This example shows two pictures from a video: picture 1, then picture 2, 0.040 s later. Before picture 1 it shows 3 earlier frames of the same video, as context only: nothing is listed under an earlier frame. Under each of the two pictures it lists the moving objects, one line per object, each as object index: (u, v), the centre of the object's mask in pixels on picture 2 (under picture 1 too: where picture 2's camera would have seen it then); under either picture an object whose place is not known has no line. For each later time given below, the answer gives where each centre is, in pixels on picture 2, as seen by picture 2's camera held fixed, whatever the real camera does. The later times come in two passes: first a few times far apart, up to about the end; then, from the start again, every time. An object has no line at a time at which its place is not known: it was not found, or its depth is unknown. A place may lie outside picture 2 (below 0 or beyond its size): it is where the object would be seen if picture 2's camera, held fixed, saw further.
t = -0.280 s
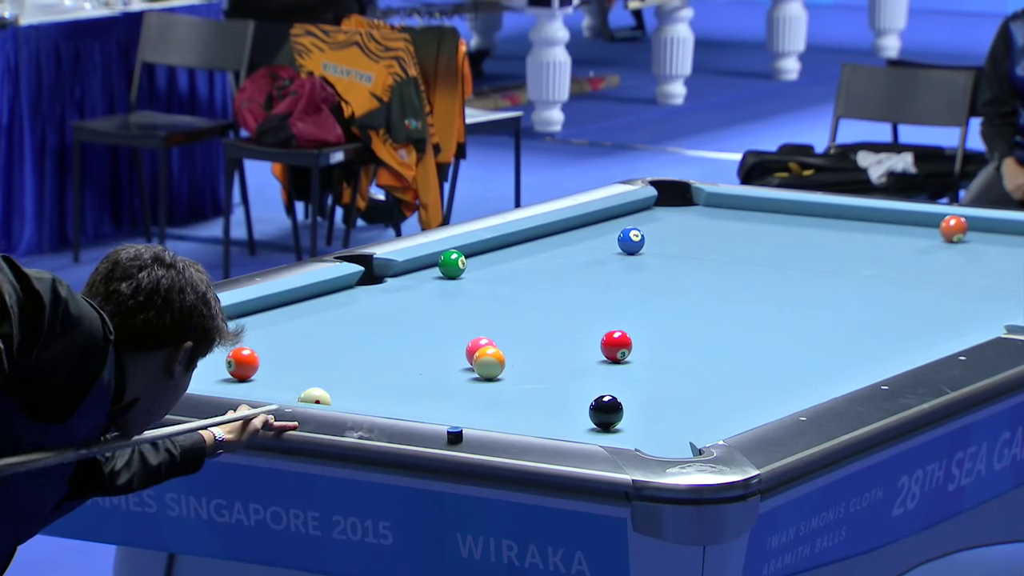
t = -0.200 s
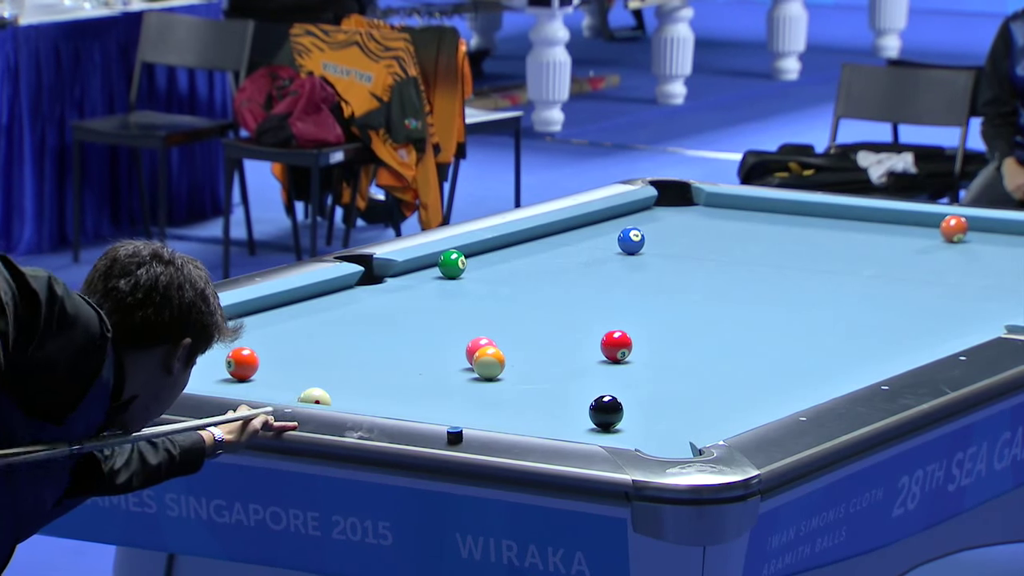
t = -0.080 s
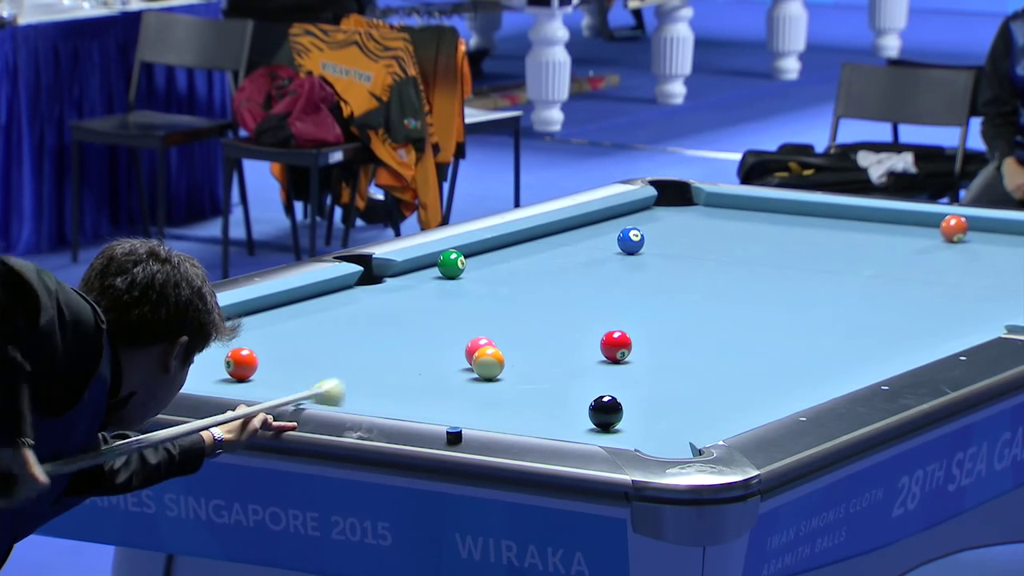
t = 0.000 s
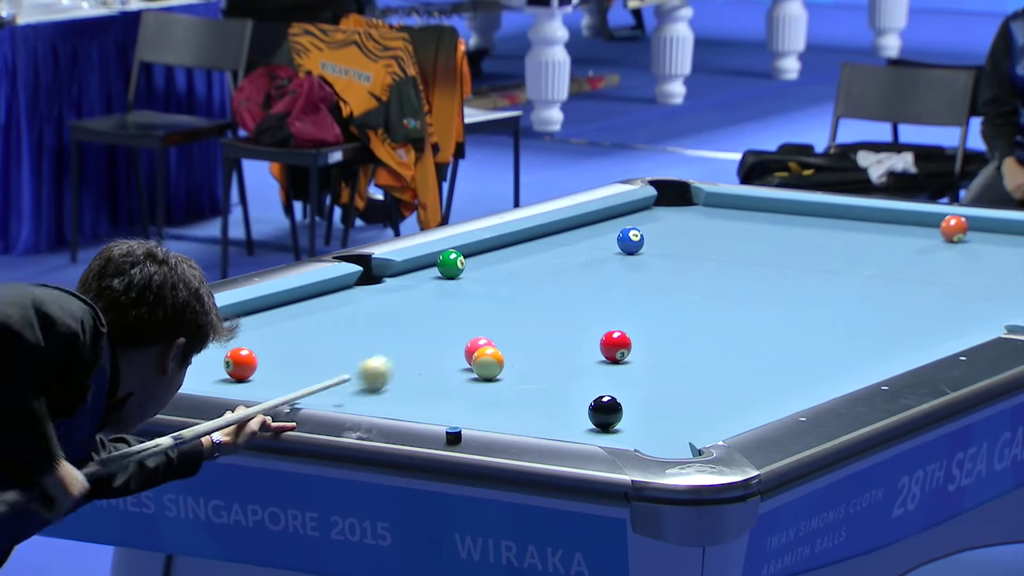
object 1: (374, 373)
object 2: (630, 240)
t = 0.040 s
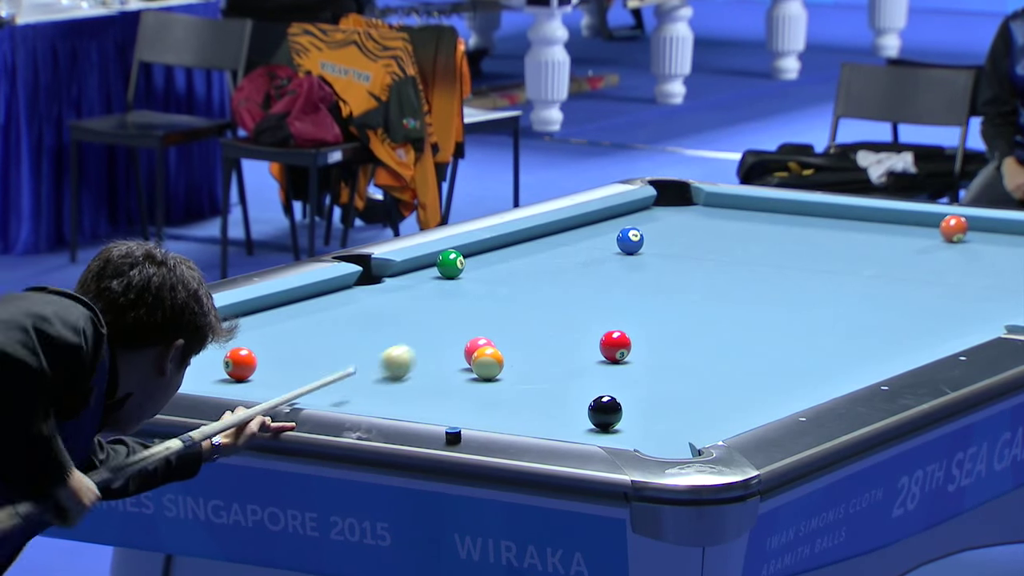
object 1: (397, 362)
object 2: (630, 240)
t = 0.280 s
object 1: (519, 300)
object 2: (630, 240)
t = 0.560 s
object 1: (634, 244)
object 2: (629, 229)
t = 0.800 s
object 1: (707, 241)
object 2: (673, 200)
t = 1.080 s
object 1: (792, 229)
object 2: (706, 213)
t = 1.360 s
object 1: (871, 217)
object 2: (709, 231)
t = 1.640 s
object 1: (892, 221)
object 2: (711, 250)
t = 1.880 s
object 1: (891, 229)
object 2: (714, 267)
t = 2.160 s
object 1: (890, 238)
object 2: (717, 287)
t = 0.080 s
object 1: (419, 351)
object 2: (630, 240)
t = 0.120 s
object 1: (440, 340)
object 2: (630, 240)
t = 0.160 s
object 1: (461, 329)
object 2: (630, 240)
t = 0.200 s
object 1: (481, 319)
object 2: (630, 240)
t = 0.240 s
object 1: (500, 310)
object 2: (630, 240)
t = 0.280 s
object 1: (519, 300)
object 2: (630, 240)
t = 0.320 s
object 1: (537, 291)
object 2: (630, 240)
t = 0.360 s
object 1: (554, 282)
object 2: (630, 240)
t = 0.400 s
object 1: (572, 273)
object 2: (630, 240)
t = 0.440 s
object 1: (588, 265)
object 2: (630, 240)
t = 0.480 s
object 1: (604, 257)
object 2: (630, 240)
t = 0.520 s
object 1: (620, 248)
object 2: (634, 236)
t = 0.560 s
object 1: (634, 244)
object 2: (629, 229)
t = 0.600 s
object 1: (646, 244)
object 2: (633, 226)
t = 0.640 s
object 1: (658, 244)
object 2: (637, 222)
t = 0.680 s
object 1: (671, 244)
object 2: (640, 215)
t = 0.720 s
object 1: (683, 243)
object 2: (643, 208)
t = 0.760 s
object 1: (695, 242)
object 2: (649, 203)
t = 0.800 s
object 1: (707, 241)
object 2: (673, 200)
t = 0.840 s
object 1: (720, 239)
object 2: (699, 197)
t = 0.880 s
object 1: (732, 237)
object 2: (707, 199)
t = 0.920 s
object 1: (744, 236)
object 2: (707, 202)
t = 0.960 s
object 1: (756, 234)
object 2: (707, 205)
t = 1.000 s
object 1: (768, 232)
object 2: (706, 207)
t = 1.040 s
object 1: (780, 230)
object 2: (706, 210)
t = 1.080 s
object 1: (792, 229)
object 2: (706, 213)
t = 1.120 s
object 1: (803, 227)
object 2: (707, 216)
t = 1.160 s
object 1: (815, 225)
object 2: (707, 218)
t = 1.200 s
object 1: (826, 223)
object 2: (708, 221)
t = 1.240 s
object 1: (838, 222)
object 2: (708, 223)
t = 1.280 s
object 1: (849, 220)
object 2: (708, 226)
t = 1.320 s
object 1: (860, 219)
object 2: (708, 228)
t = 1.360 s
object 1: (871, 217)
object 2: (709, 231)
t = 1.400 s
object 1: (882, 216)
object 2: (709, 234)
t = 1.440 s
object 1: (893, 214)
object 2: (710, 237)
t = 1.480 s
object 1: (894, 215)
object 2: (710, 239)
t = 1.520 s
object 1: (893, 217)
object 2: (710, 242)
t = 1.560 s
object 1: (892, 218)
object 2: (710, 245)
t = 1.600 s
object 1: (892, 219)
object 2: (711, 248)
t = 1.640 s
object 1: (892, 221)
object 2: (711, 250)
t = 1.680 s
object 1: (892, 222)
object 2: (712, 253)
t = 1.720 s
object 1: (892, 223)
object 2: (712, 256)
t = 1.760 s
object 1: (891, 225)
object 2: (712, 259)
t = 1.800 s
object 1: (891, 226)
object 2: (713, 261)
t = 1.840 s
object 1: (891, 227)
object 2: (713, 264)
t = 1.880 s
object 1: (891, 229)
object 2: (714, 267)
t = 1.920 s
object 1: (891, 230)
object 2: (714, 270)
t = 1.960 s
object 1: (891, 231)
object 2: (714, 272)
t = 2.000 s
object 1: (890, 232)
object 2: (715, 276)
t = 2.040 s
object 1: (891, 234)
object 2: (715, 278)
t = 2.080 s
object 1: (891, 235)
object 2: (716, 281)
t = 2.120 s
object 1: (890, 236)
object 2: (716, 284)
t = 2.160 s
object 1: (890, 238)
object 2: (717, 287)
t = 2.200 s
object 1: (890, 239)
